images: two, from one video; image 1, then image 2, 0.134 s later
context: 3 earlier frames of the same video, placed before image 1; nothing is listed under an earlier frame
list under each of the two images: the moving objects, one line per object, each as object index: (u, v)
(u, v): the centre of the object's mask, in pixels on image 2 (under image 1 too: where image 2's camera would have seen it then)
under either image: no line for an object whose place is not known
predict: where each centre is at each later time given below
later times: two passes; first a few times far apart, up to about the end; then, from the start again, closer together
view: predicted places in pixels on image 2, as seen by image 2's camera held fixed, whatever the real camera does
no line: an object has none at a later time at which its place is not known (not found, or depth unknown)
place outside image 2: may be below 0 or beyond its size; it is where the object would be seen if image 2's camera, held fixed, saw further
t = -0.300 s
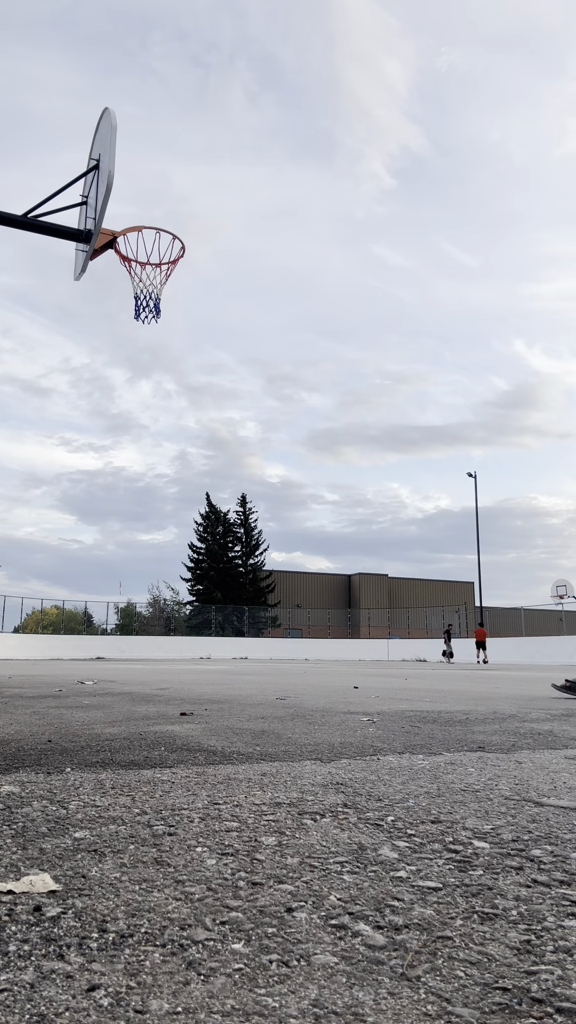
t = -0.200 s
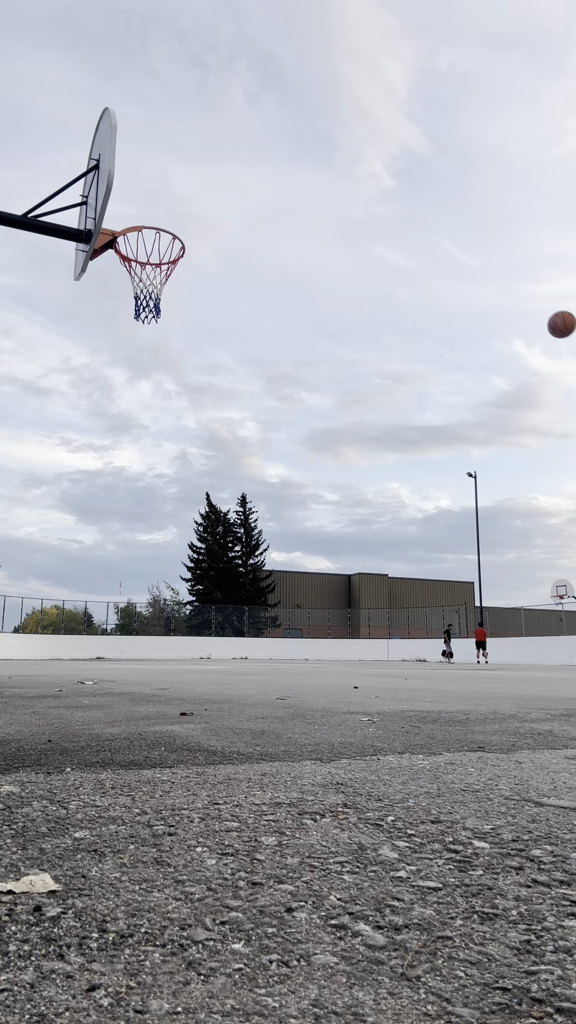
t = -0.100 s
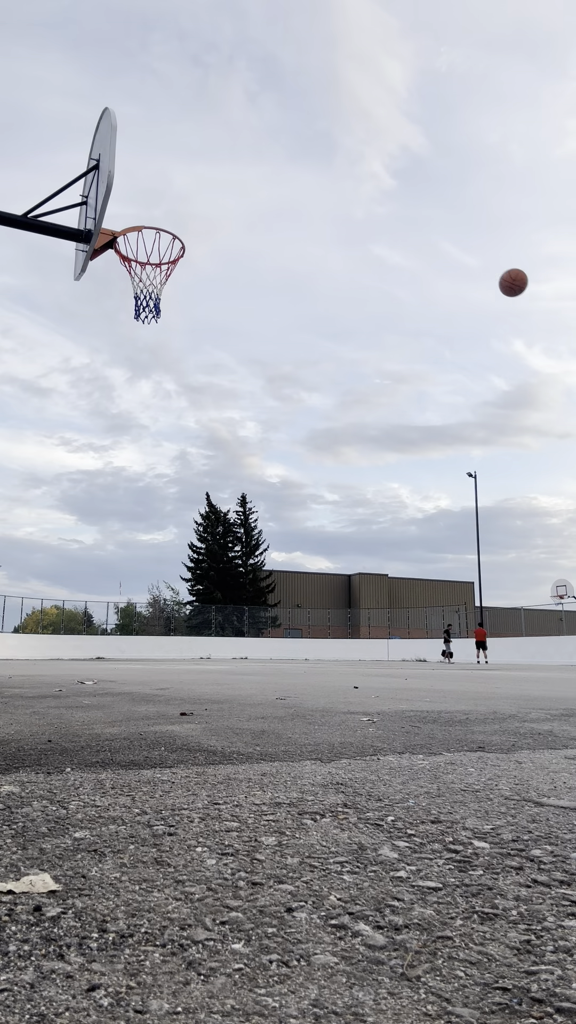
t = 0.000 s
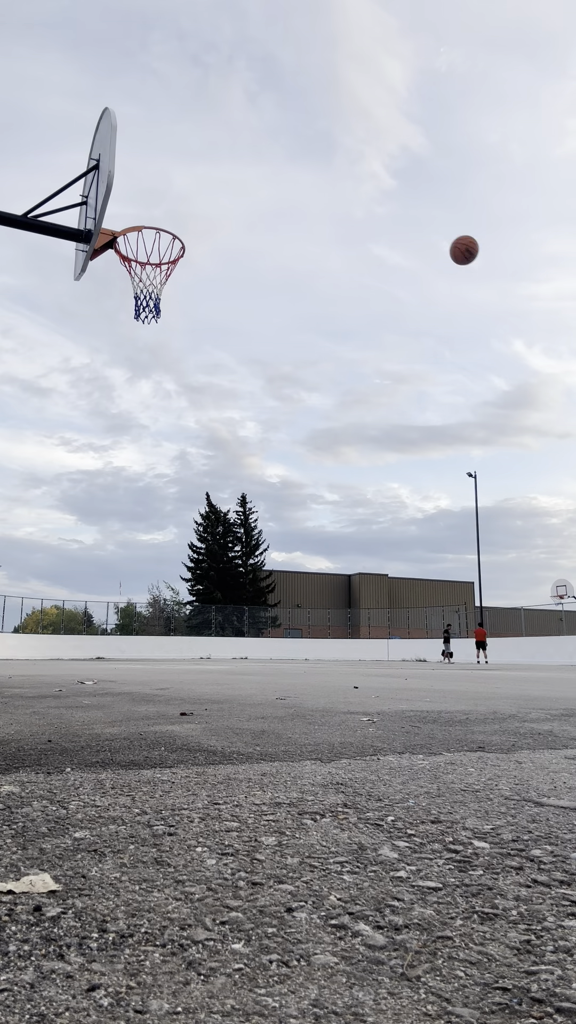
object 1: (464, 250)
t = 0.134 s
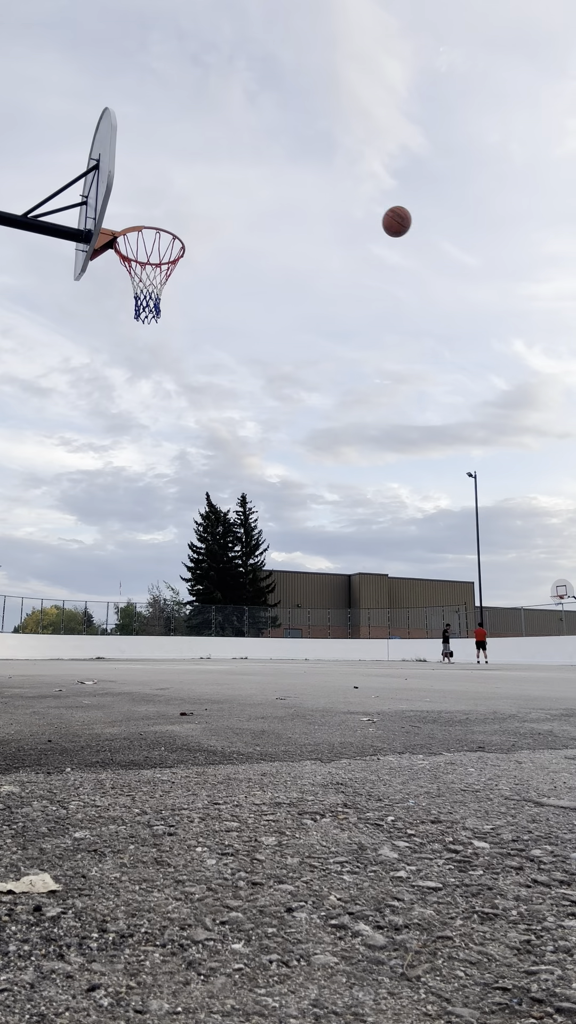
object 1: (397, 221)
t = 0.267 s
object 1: (326, 211)
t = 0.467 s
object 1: (211, 234)
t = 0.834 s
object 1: (119, 227)
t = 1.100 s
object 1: (103, 286)
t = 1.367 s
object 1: (112, 406)
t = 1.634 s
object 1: (115, 599)
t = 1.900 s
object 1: (125, 553)
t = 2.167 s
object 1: (132, 484)
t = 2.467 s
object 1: (135, 497)
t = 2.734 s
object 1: (133, 582)
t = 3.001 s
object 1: (135, 618)
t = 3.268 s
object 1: (142, 564)
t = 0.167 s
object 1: (379, 217)
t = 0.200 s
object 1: (362, 214)
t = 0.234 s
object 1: (344, 212)
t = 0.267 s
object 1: (326, 211)
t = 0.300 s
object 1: (308, 212)
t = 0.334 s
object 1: (289, 213)
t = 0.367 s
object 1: (270, 216)
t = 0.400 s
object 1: (251, 221)
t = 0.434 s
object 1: (231, 227)
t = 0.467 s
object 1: (211, 234)
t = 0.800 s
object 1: (123, 225)
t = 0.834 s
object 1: (119, 227)
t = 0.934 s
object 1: (102, 256)
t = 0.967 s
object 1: (101, 259)
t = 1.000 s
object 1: (101, 263)
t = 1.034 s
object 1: (101, 268)
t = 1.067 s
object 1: (101, 276)
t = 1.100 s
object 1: (103, 286)
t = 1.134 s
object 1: (104, 297)
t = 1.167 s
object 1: (106, 309)
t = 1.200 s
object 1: (107, 323)
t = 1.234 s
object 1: (108, 337)
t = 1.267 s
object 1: (110, 353)
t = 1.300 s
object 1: (111, 370)
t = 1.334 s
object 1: (111, 387)
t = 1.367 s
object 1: (112, 406)
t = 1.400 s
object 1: (113, 426)
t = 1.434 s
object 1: (114, 448)
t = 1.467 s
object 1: (114, 470)
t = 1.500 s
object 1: (114, 493)
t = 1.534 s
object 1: (115, 518)
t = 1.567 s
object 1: (115, 543)
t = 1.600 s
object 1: (115, 571)
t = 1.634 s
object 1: (115, 599)
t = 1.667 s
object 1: (116, 628)
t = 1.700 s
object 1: (115, 660)
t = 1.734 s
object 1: (117, 645)
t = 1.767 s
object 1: (119, 623)
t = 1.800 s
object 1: (120, 603)
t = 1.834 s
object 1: (122, 585)
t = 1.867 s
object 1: (123, 568)
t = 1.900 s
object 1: (125, 553)
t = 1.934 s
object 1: (126, 539)
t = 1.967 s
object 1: (127, 527)
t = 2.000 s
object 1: (128, 517)
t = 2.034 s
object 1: (129, 508)
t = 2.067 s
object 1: (130, 500)
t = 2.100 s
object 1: (131, 493)
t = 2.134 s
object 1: (131, 488)
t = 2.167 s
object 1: (132, 484)
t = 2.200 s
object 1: (133, 481)
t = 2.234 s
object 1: (133, 479)
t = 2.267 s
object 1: (133, 478)
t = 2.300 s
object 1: (134, 479)
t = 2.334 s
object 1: (134, 480)
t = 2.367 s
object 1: (134, 483)
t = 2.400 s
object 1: (134, 486)
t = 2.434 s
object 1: (135, 491)
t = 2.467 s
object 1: (135, 497)
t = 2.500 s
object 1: (135, 504)
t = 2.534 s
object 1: (135, 512)
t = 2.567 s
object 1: (135, 521)
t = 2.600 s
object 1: (135, 531)
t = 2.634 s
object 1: (134, 542)
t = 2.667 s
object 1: (134, 554)
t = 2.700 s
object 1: (134, 567)
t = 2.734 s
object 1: (133, 582)
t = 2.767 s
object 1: (133, 597)
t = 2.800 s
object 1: (132, 614)
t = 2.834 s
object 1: (132, 631)
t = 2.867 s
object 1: (131, 650)
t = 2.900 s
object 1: (131, 658)
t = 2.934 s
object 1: (133, 643)
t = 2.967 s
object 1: (134, 630)
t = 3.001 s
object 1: (135, 618)
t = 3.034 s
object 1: (136, 607)
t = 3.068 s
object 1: (137, 597)
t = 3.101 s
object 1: (138, 589)
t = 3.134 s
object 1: (139, 581)
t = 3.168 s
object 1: (140, 575)
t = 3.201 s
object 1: (141, 570)
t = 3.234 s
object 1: (141, 566)
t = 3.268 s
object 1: (142, 564)
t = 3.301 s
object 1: (143, 562)
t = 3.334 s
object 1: (143, 561)
